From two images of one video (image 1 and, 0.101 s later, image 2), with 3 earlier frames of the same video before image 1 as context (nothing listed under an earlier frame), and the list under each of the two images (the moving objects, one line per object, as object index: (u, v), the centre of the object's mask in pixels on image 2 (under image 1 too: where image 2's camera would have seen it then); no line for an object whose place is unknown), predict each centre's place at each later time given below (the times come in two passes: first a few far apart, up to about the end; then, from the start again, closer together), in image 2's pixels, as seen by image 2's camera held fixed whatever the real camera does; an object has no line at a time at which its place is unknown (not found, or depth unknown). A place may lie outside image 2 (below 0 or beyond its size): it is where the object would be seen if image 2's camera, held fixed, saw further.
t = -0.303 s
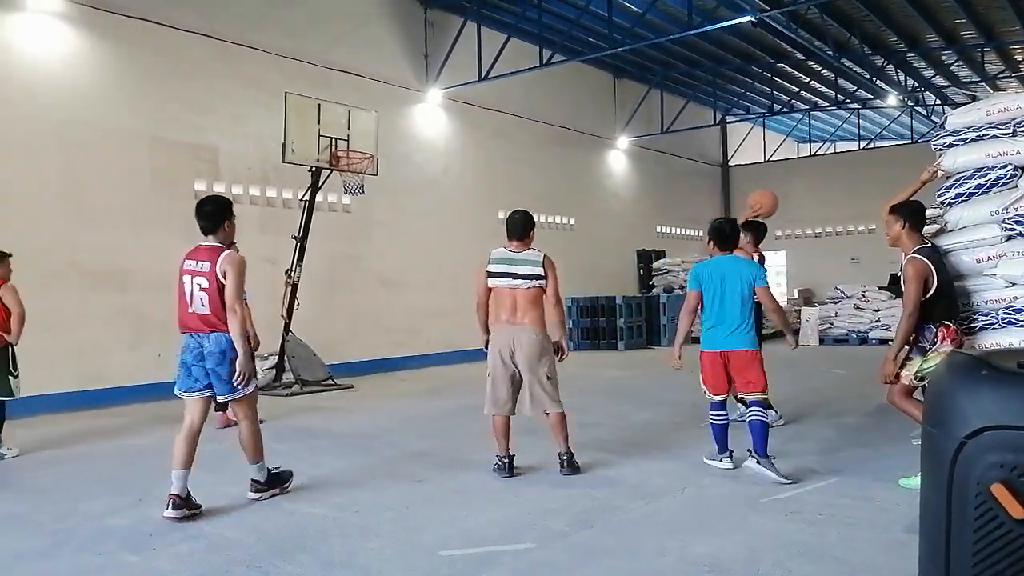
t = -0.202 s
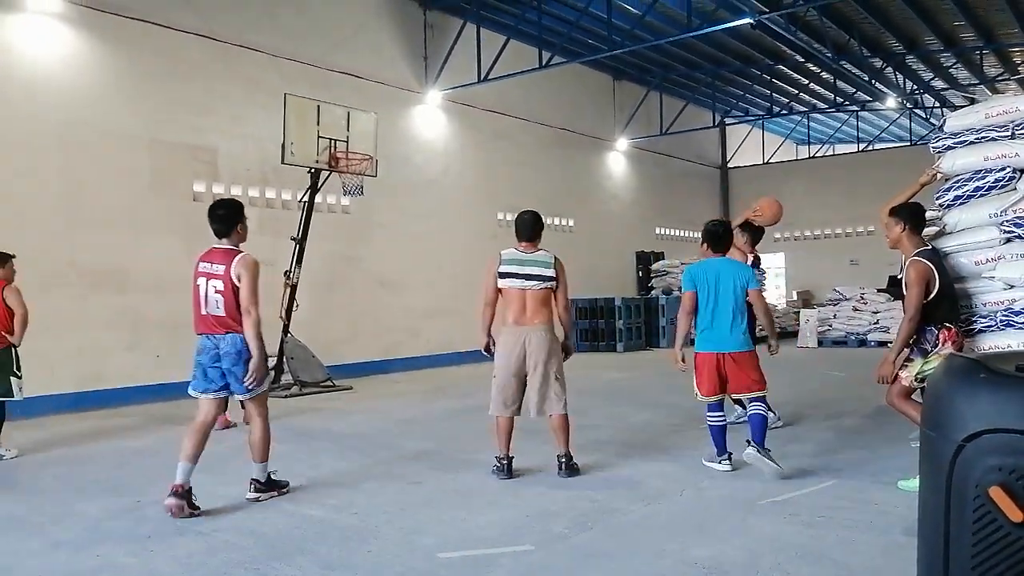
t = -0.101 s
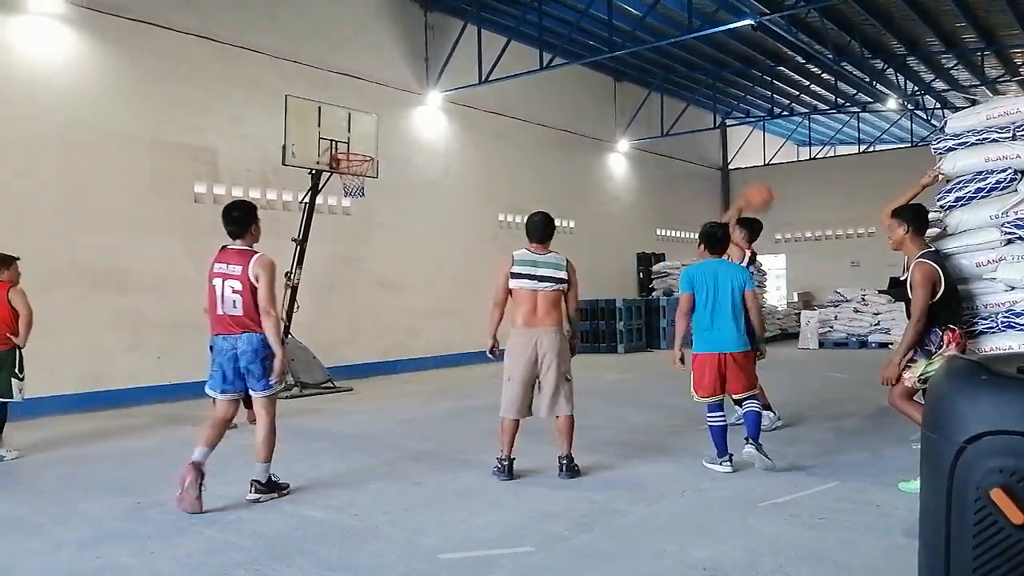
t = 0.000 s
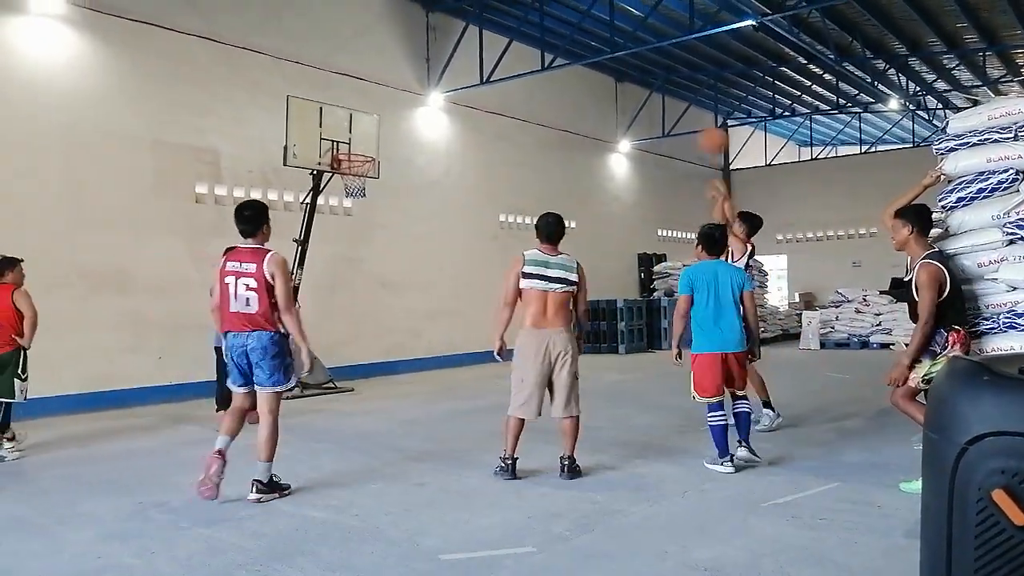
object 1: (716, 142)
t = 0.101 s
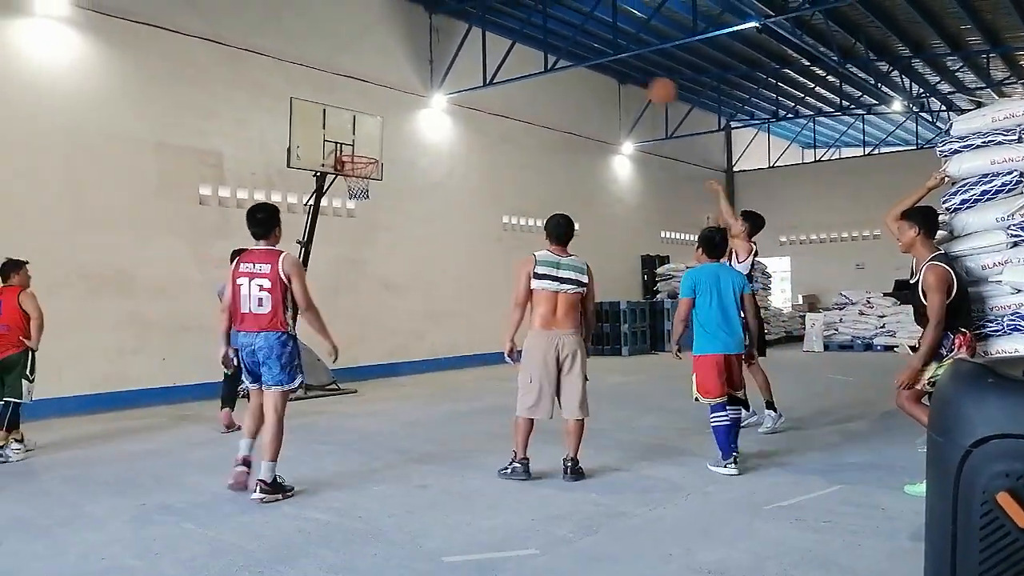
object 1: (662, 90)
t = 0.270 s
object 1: (586, 42)
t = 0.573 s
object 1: (474, 35)
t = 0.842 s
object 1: (398, 94)
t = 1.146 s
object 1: (344, 179)
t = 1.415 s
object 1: (356, 198)
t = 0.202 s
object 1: (615, 58)
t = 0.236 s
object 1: (600, 49)
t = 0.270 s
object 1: (586, 42)
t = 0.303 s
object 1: (572, 38)
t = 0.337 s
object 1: (559, 34)
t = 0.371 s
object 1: (546, 29)
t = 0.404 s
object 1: (533, 28)
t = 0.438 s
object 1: (521, 27)
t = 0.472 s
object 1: (509, 28)
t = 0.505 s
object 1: (497, 29)
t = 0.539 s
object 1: (485, 30)
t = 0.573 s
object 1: (474, 35)
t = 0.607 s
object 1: (464, 39)
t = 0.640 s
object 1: (452, 44)
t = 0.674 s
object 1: (443, 50)
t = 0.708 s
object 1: (432, 56)
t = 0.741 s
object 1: (424, 64)
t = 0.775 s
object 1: (415, 74)
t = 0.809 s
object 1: (406, 83)
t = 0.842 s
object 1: (398, 94)
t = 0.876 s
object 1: (389, 104)
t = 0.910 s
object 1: (381, 115)
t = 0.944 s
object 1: (374, 127)
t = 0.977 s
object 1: (365, 140)
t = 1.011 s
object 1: (358, 153)
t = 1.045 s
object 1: (345, 165)
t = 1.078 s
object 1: (345, 174)
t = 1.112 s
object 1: (344, 178)
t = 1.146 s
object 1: (344, 179)
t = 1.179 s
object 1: (346, 179)
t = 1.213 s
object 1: (348, 180)
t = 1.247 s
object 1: (349, 182)
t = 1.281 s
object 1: (350, 184)
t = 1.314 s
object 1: (352, 187)
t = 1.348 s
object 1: (353, 190)
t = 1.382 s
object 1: (355, 193)
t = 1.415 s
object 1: (356, 198)
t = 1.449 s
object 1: (358, 205)
